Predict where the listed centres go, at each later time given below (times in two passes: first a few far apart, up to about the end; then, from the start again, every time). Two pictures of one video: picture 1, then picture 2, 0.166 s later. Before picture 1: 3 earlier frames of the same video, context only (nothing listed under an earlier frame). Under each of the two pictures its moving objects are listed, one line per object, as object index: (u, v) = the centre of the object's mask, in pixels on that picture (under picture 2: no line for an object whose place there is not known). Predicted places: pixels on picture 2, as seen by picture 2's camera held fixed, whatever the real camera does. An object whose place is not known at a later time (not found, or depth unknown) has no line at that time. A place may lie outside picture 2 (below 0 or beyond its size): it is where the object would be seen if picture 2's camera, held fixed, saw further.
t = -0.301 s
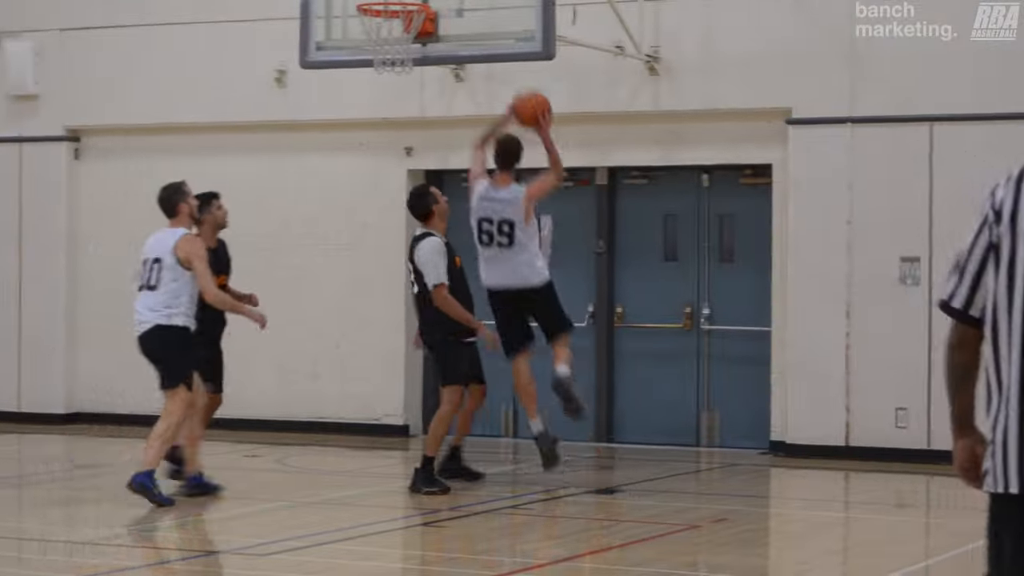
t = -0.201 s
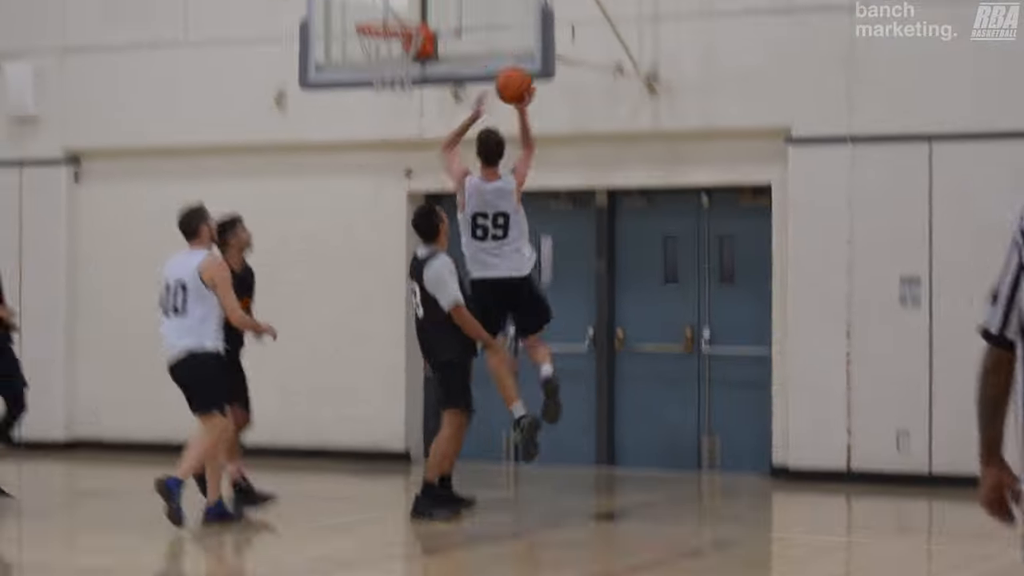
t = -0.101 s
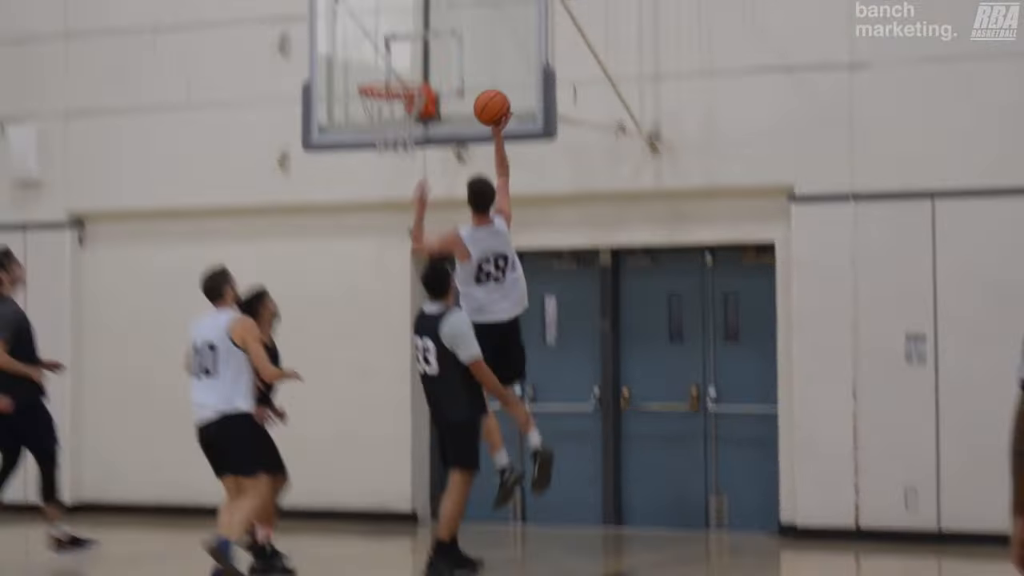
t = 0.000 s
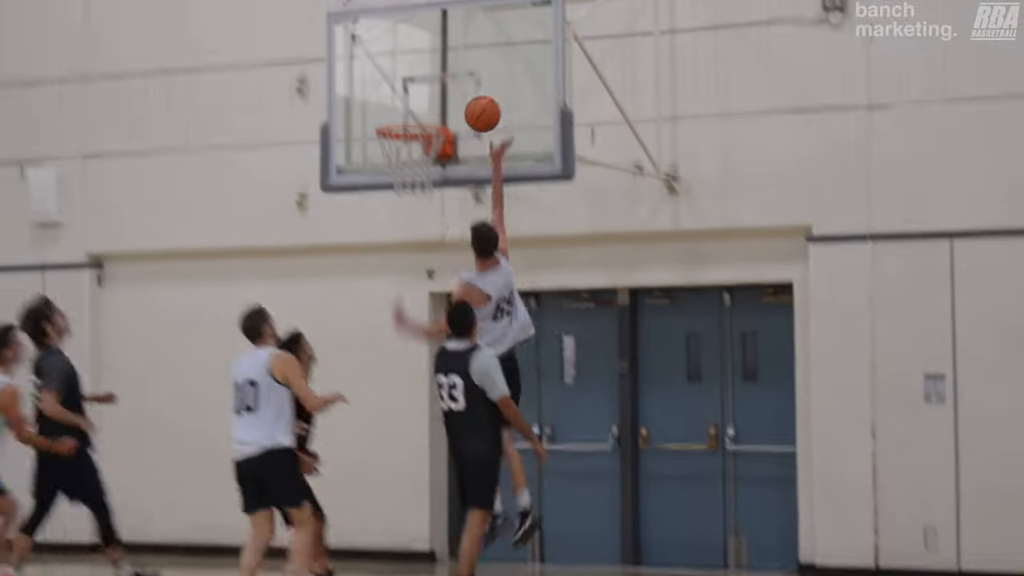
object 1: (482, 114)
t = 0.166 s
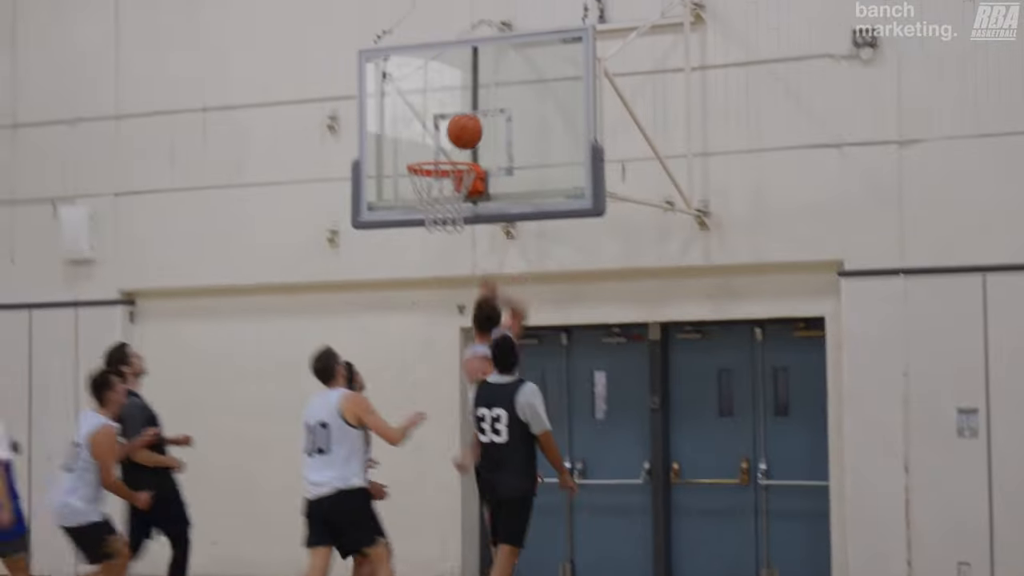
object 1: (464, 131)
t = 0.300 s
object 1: (421, 147)
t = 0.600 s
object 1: (434, 147)
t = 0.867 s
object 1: (459, 189)
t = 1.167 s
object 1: (447, 273)
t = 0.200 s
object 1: (453, 133)
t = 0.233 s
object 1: (442, 137)
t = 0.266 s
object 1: (431, 142)
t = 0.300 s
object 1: (421, 147)
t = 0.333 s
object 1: (417, 148)
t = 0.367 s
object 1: (419, 143)
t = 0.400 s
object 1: (421, 140)
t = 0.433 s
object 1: (423, 137)
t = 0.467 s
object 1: (425, 137)
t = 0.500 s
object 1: (427, 138)
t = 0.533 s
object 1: (430, 140)
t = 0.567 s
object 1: (432, 144)
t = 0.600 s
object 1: (434, 147)
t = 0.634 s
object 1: (438, 147)
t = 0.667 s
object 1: (441, 148)
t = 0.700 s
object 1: (445, 150)
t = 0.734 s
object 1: (447, 156)
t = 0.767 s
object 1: (451, 166)
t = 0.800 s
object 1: (455, 175)
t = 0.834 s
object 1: (457, 183)
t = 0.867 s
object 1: (459, 189)
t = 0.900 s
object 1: (461, 193)
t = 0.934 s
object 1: (460, 201)
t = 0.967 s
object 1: (457, 206)
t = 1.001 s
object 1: (453, 218)
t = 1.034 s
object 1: (453, 229)
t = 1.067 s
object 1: (453, 236)
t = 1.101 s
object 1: (451, 246)
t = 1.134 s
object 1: (450, 259)
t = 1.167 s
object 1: (447, 273)
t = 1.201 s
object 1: (448, 291)
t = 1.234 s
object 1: (446, 309)
